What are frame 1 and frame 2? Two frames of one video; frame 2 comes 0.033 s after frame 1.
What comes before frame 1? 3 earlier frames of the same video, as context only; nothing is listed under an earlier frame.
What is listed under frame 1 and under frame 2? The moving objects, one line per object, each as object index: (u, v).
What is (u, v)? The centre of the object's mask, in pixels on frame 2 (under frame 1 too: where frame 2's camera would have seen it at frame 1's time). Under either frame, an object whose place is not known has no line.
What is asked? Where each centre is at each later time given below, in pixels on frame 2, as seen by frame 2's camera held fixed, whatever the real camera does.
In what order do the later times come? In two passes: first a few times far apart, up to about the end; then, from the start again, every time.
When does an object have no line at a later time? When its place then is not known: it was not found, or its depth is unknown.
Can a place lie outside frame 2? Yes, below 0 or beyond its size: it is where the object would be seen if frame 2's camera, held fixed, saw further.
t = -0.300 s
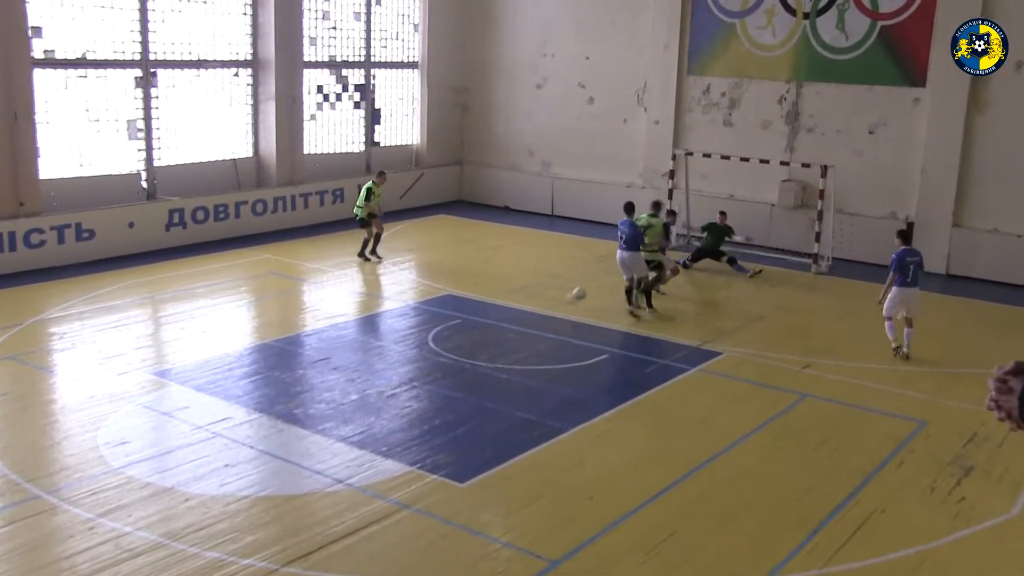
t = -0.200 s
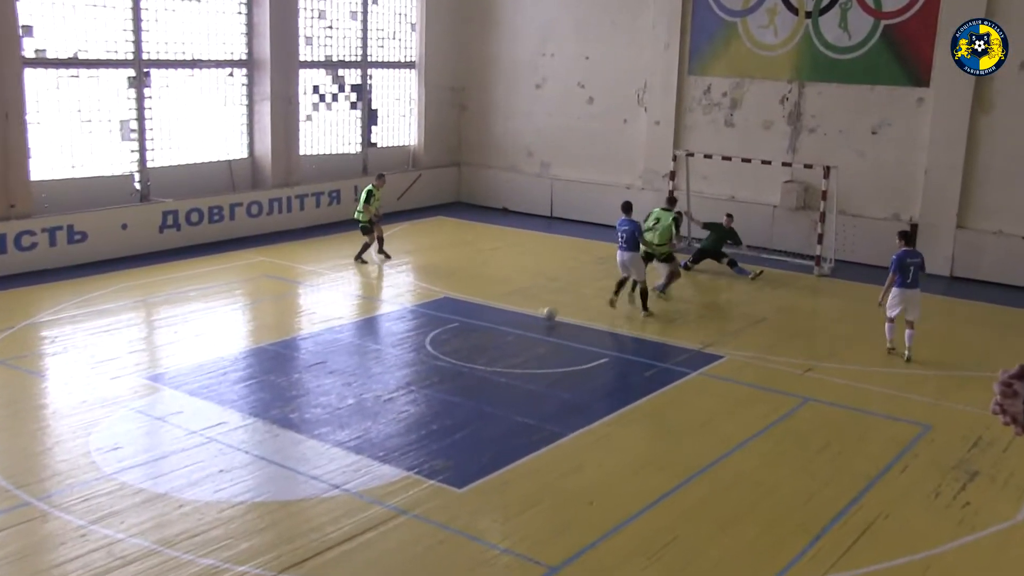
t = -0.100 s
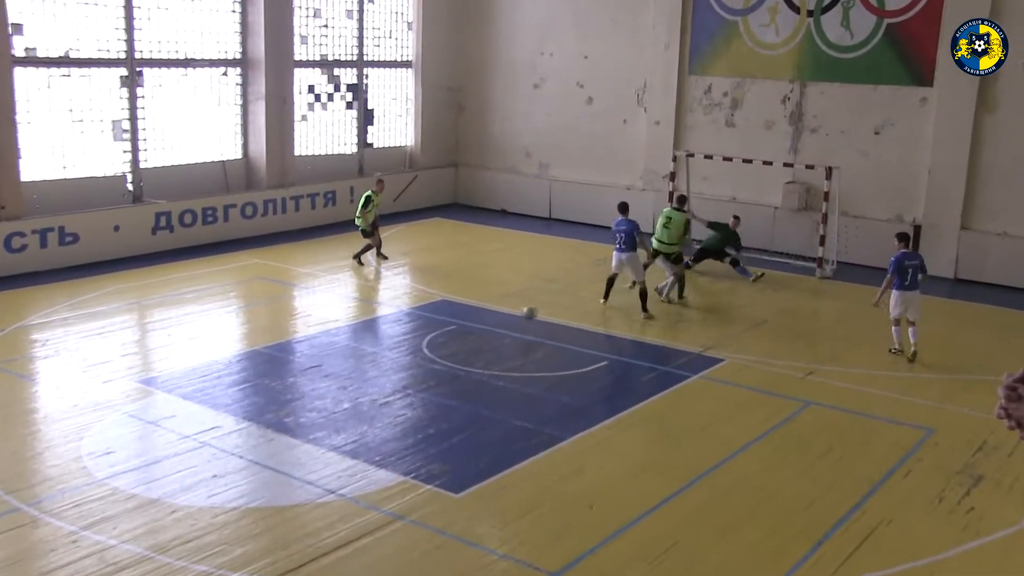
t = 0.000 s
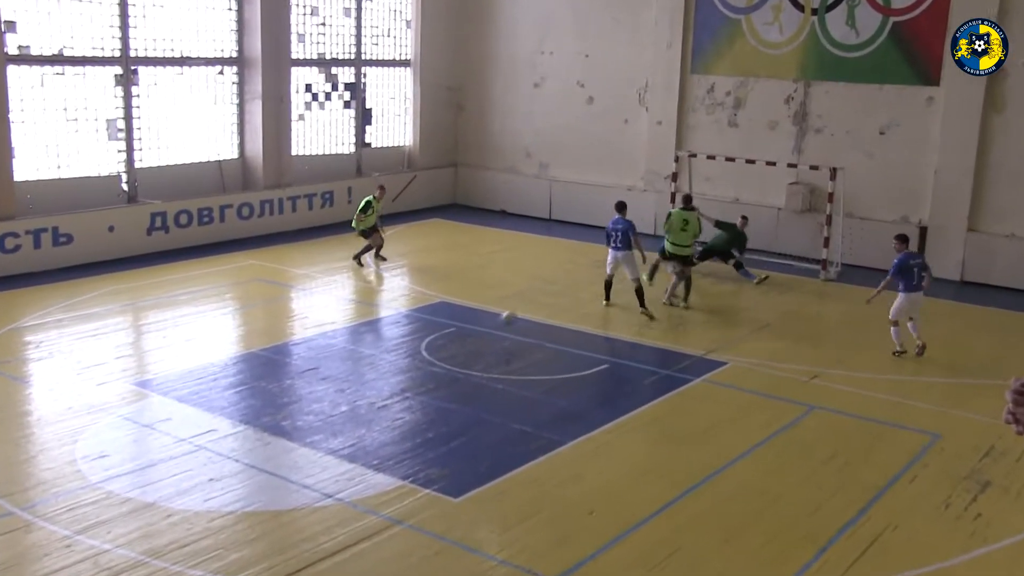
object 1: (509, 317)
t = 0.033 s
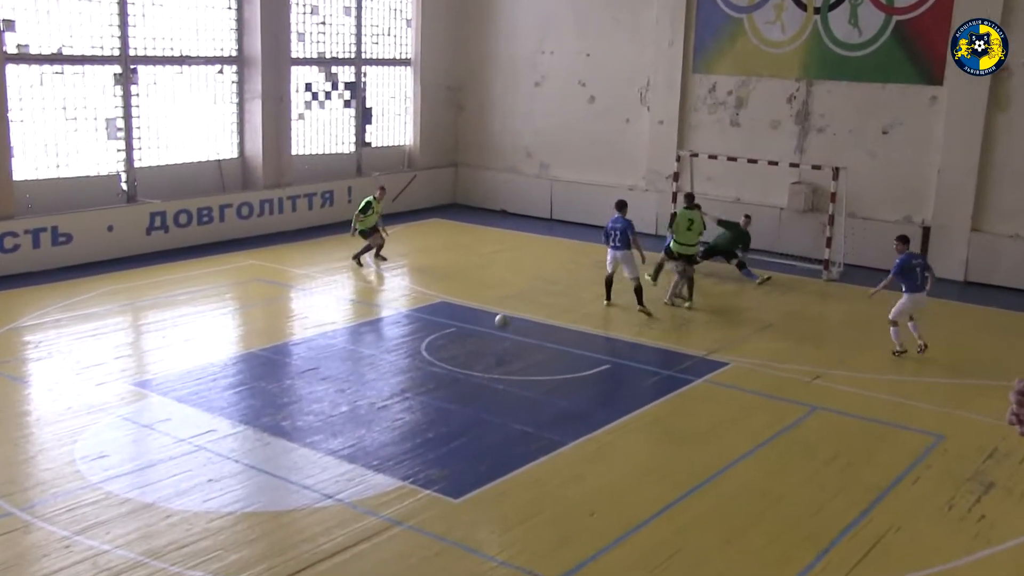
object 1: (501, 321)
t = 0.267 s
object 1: (450, 343)
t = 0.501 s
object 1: (397, 361)
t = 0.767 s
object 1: (325, 381)
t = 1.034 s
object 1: (245, 402)
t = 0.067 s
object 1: (494, 325)
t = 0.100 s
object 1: (487, 329)
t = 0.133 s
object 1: (479, 335)
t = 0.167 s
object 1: (472, 342)
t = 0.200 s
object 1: (466, 344)
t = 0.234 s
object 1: (458, 342)
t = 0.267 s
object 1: (450, 343)
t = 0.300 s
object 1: (442, 343)
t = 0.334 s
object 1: (433, 346)
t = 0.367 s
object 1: (427, 350)
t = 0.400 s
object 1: (420, 354)
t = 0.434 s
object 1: (412, 359)
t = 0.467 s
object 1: (404, 359)
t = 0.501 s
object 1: (397, 361)
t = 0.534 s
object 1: (388, 362)
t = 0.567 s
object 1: (379, 366)
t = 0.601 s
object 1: (371, 370)
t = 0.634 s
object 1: (362, 372)
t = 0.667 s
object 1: (353, 373)
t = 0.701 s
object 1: (344, 377)
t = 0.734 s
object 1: (334, 379)
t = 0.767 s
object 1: (325, 381)
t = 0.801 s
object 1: (316, 382)
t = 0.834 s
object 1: (306, 386)
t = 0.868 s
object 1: (296, 389)
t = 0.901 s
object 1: (287, 391)
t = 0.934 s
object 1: (276, 393)
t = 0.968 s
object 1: (267, 396)
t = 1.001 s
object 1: (256, 399)
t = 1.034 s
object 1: (245, 402)
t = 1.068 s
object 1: (235, 404)
